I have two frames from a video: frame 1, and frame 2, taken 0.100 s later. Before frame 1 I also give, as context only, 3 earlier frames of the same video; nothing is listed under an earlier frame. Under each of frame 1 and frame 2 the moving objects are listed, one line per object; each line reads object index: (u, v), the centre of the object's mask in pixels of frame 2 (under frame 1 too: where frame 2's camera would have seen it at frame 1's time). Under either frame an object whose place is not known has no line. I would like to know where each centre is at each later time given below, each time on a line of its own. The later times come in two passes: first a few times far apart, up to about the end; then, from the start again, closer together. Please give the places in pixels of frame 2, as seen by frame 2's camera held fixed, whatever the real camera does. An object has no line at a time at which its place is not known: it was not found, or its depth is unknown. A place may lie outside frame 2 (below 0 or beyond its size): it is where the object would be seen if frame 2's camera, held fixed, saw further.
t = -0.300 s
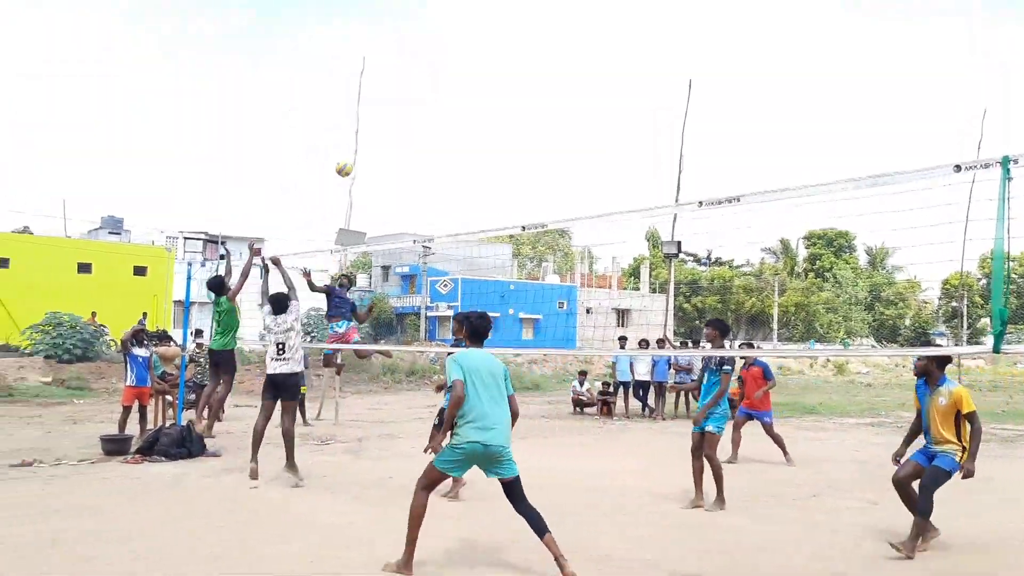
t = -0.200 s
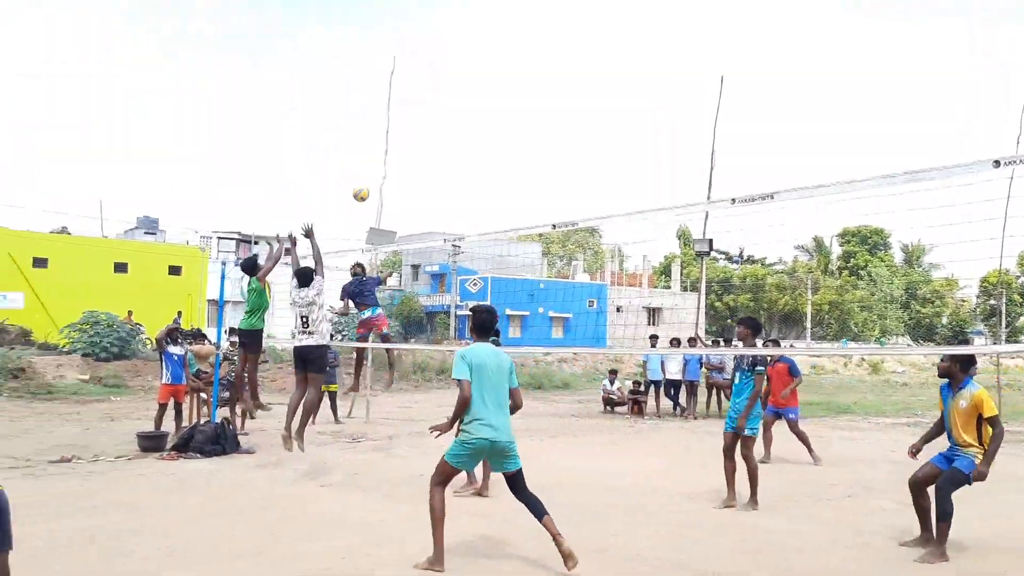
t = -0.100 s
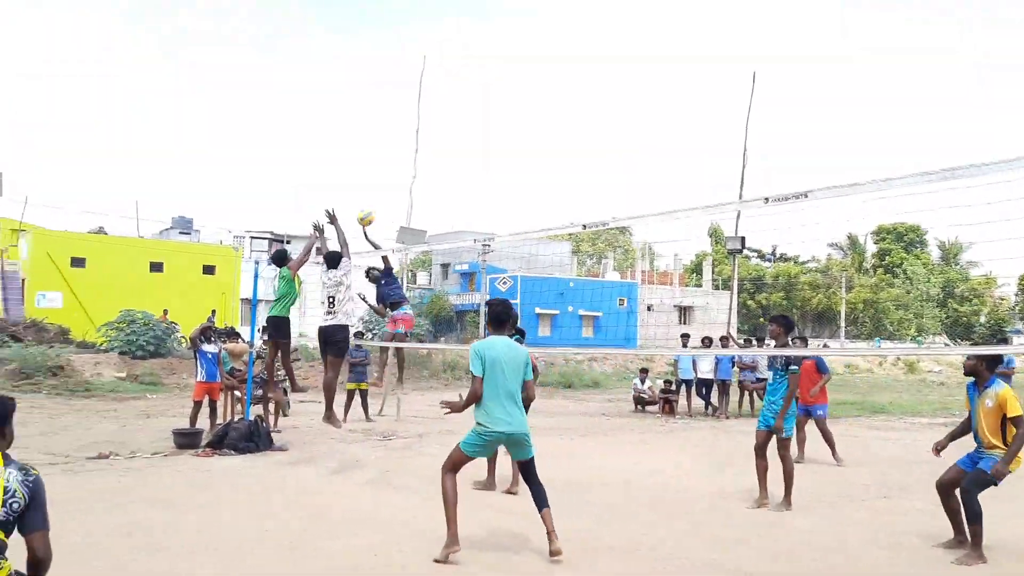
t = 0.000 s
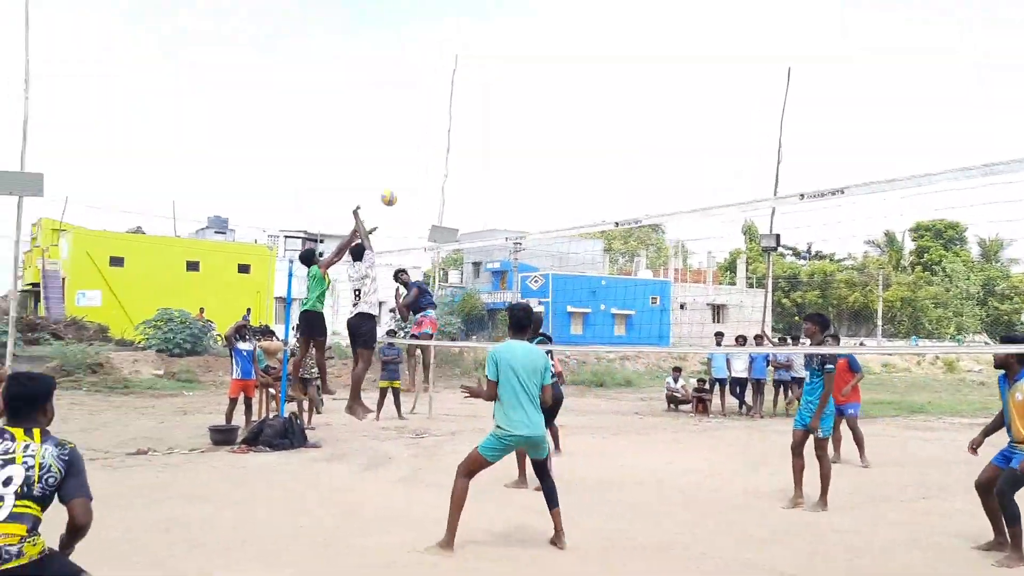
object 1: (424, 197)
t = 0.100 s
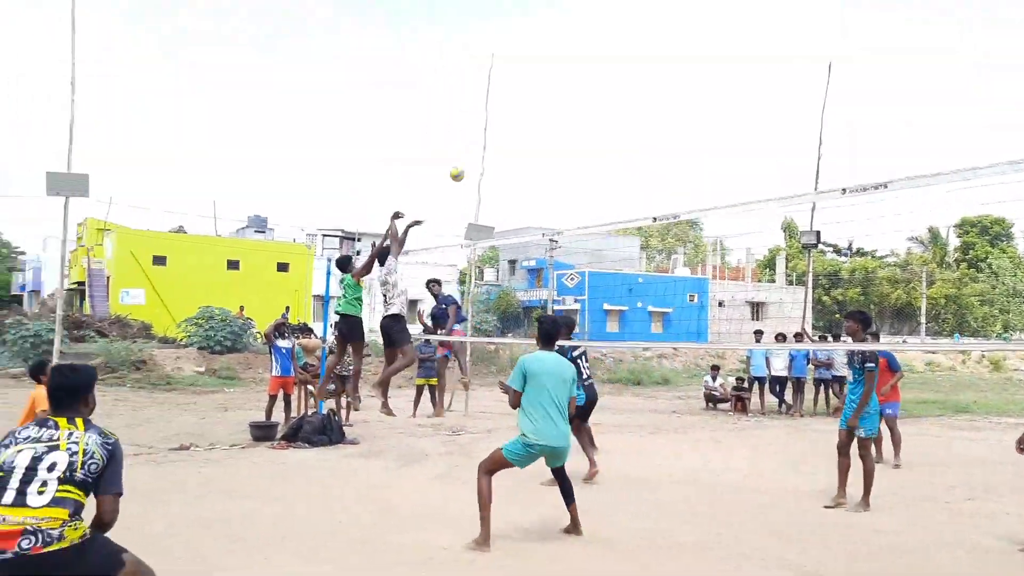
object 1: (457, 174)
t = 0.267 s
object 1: (503, 159)
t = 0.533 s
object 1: (563, 176)
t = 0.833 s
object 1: (615, 238)
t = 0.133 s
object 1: (467, 169)
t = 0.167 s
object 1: (477, 165)
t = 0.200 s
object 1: (485, 163)
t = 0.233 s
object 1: (495, 161)
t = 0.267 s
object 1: (503, 159)
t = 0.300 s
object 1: (511, 158)
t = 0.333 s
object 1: (519, 159)
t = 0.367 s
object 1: (527, 160)
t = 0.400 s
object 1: (535, 162)
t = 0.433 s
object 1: (542, 165)
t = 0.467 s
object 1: (549, 168)
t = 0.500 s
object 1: (557, 172)
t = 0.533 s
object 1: (563, 176)
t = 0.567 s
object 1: (570, 181)
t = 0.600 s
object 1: (576, 186)
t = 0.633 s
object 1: (583, 193)
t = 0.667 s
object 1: (589, 198)
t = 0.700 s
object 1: (595, 206)
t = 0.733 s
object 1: (600, 213)
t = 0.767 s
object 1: (605, 221)
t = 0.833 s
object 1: (615, 238)
